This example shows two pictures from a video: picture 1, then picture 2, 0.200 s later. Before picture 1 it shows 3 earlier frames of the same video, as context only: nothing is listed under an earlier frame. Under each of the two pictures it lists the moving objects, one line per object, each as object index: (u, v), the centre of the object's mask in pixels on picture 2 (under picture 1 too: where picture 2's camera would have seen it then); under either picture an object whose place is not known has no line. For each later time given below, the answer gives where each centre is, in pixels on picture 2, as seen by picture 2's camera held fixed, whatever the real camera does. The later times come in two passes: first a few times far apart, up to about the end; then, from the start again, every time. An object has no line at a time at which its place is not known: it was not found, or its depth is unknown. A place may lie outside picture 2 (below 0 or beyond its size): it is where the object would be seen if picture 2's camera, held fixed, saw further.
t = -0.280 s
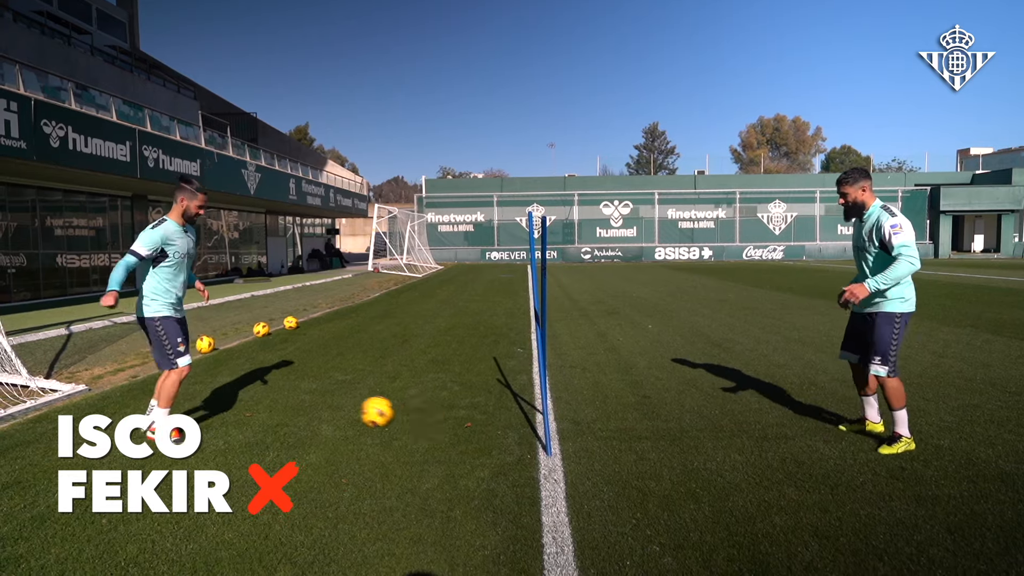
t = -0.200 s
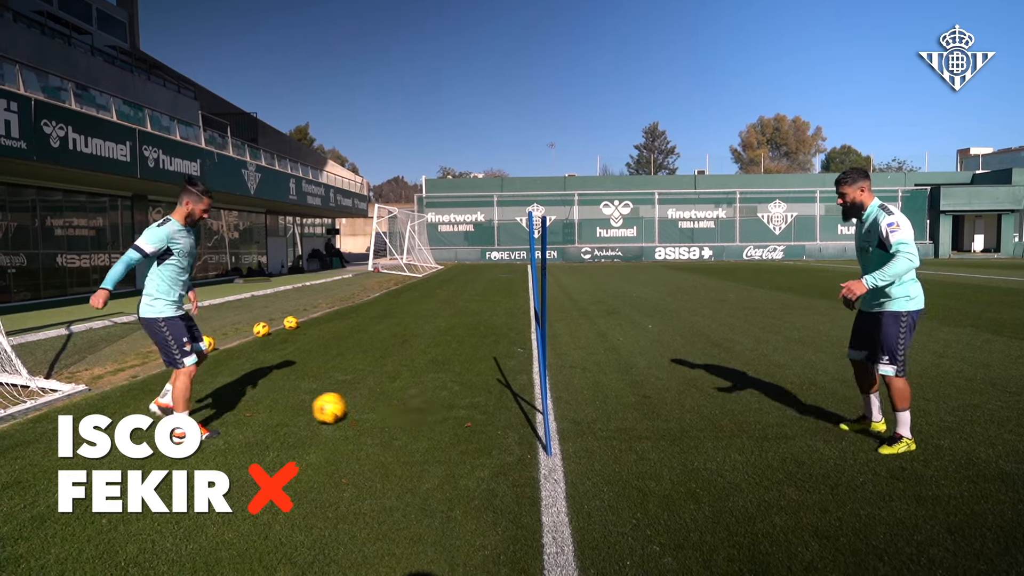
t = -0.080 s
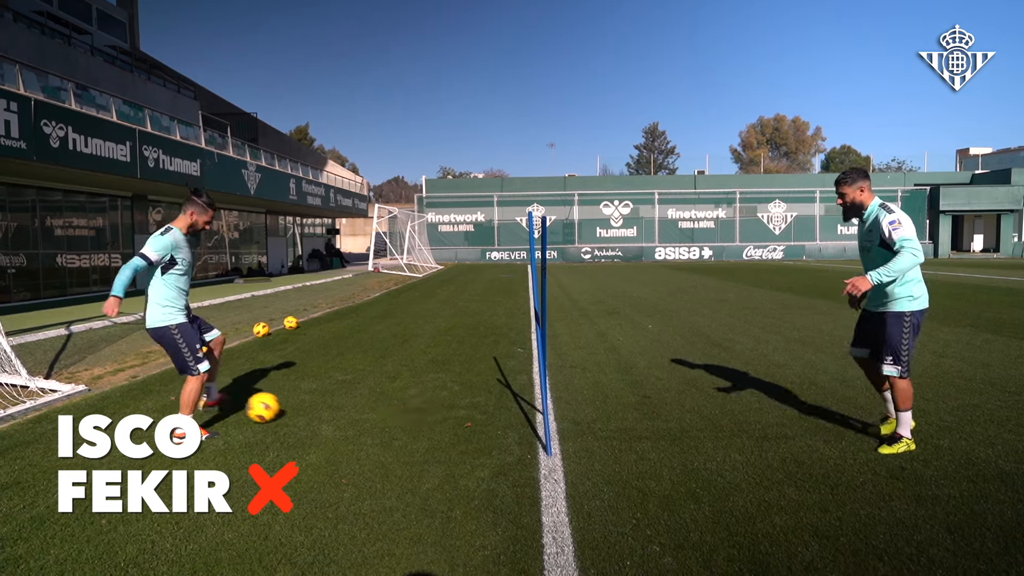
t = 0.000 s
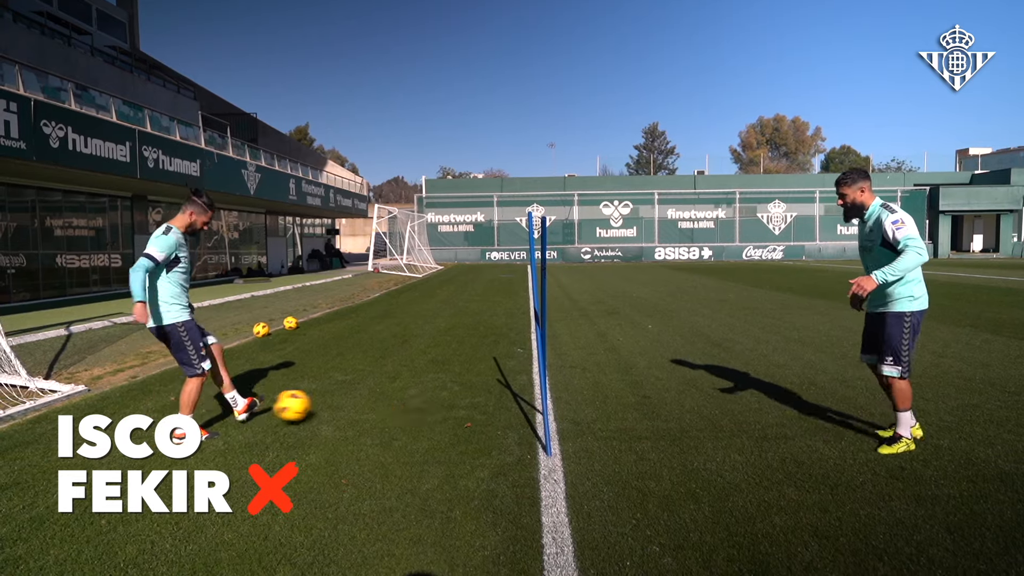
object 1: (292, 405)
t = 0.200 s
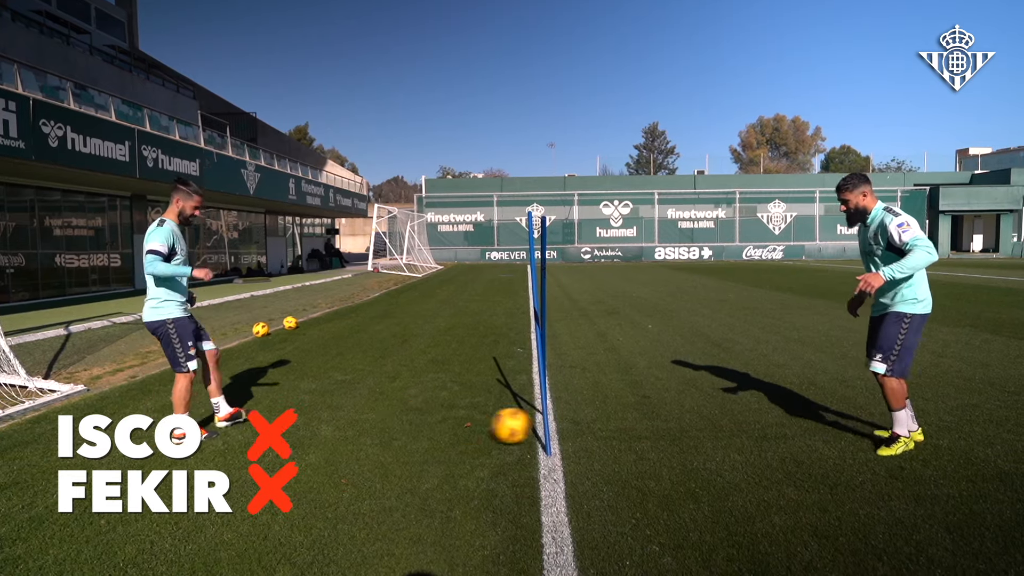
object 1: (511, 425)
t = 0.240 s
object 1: (544, 426)
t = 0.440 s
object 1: (570, 416)
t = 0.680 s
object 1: (577, 402)
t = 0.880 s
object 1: (578, 393)
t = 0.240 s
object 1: (544, 426)
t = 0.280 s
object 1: (559, 426)
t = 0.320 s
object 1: (563, 421)
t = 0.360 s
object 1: (564, 417)
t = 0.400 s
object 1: (567, 416)
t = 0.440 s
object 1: (570, 416)
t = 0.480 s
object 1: (572, 413)
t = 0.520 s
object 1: (573, 410)
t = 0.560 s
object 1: (574, 409)
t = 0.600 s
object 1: (576, 407)
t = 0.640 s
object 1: (576, 404)
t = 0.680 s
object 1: (577, 402)
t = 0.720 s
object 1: (577, 401)
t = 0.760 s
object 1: (577, 399)
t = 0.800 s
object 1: (578, 397)
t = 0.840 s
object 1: (578, 395)
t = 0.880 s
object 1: (578, 393)
